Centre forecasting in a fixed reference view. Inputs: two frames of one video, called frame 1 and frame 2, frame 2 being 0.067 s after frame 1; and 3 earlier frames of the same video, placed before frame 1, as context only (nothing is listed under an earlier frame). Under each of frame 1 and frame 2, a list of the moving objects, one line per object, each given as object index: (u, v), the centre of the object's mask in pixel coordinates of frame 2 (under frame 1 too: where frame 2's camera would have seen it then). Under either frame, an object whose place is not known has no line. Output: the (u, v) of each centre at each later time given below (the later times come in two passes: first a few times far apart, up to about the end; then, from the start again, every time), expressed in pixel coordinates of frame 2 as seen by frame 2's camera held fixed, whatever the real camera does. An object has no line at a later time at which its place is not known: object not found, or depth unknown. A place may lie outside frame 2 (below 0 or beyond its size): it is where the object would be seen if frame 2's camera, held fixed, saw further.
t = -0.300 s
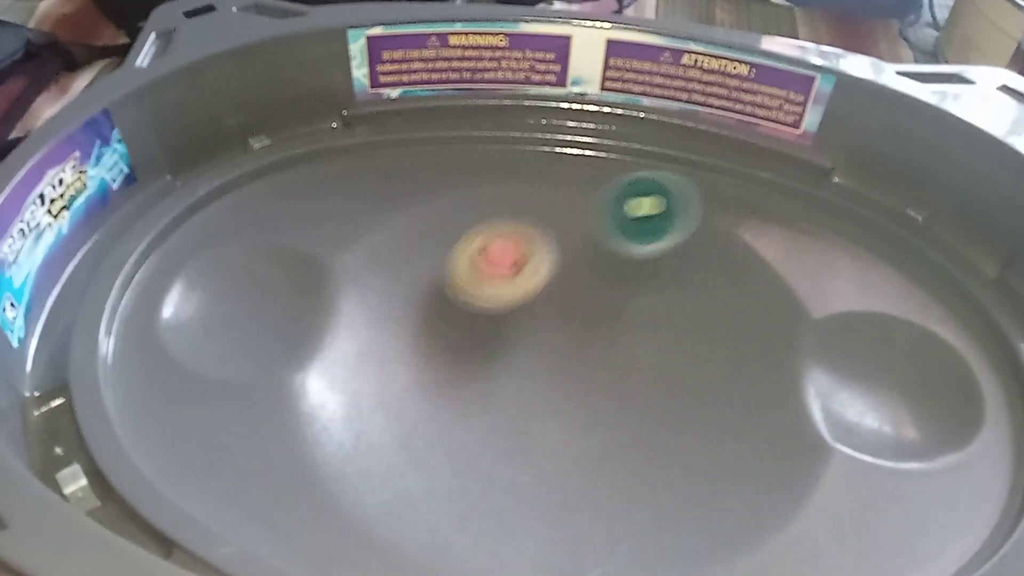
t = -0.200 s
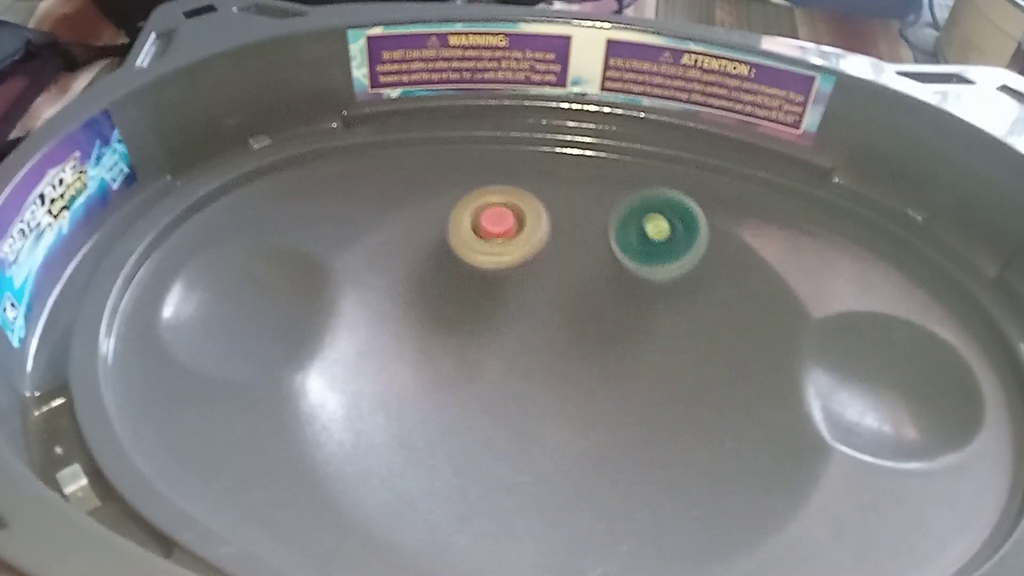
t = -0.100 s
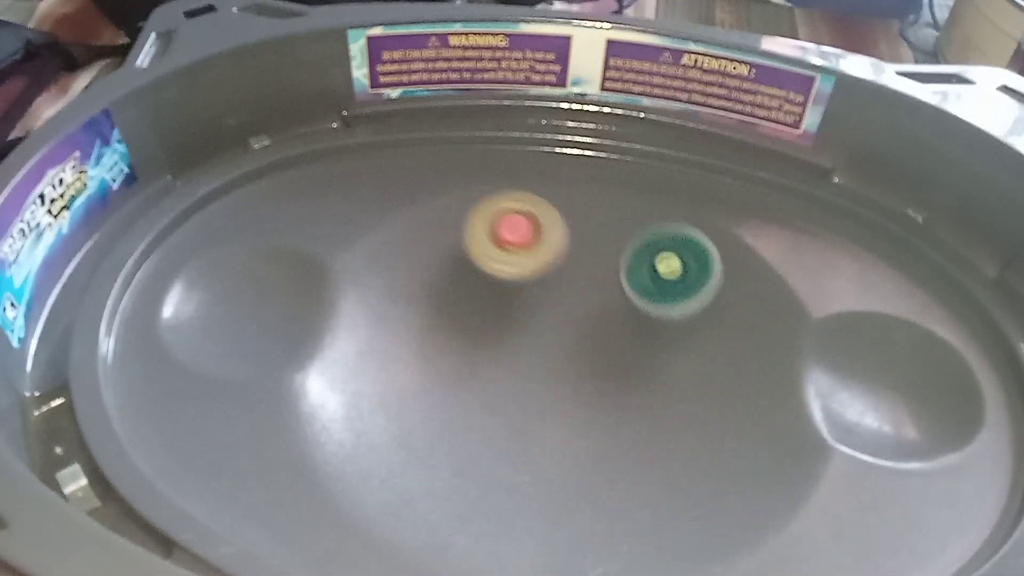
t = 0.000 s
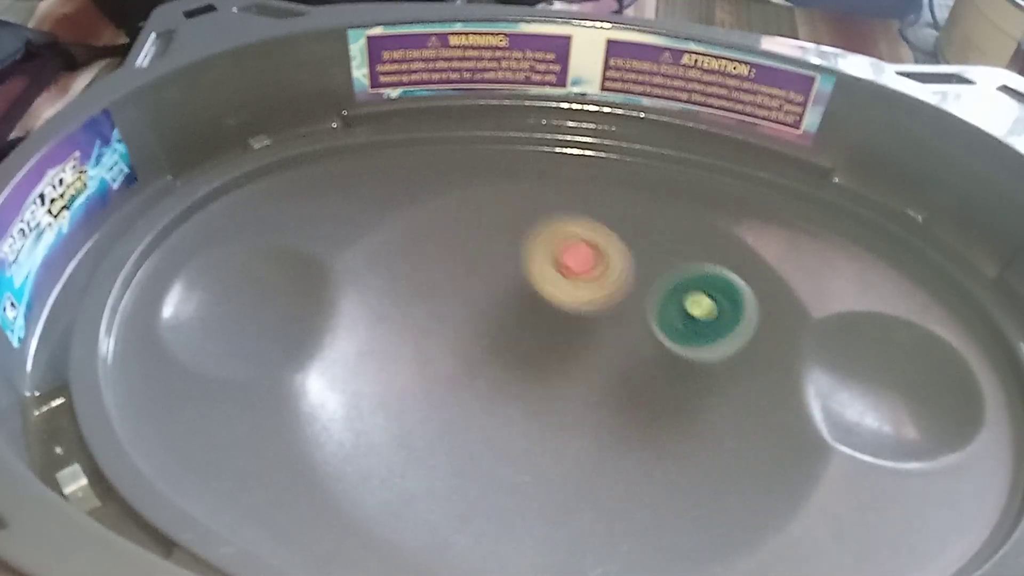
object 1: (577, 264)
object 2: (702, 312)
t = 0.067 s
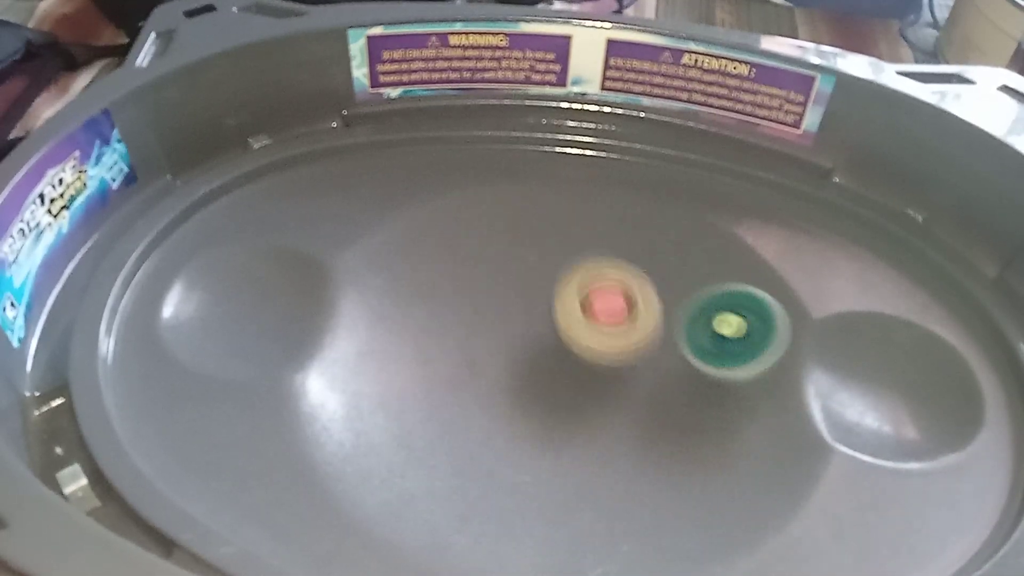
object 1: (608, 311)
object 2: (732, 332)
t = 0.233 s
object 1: (529, 416)
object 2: (798, 346)
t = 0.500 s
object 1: (399, 269)
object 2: (968, 506)
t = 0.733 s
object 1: (665, 370)
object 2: (918, 535)
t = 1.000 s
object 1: (496, 537)
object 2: (838, 546)
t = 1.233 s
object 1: (484, 533)
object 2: (630, 557)
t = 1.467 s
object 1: (450, 368)
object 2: (578, 544)
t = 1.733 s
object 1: (739, 292)
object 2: (615, 423)
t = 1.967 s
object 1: (929, 398)
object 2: (478, 303)
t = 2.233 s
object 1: (932, 306)
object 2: (406, 384)
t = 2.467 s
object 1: (893, 400)
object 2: (591, 357)
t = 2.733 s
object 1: (622, 373)
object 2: (543, 235)
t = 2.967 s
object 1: (449, 371)
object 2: (487, 280)
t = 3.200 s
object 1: (406, 344)
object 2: (585, 287)
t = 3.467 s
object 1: (525, 354)
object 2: (600, 293)
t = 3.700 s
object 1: (586, 430)
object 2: (693, 304)
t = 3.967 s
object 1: (597, 459)
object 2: (674, 373)
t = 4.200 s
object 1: (610, 410)
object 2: (738, 395)
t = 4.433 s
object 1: (536, 311)
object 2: (675, 340)
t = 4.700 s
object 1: (628, 250)
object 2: (648, 455)
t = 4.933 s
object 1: (648, 324)
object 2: (674, 419)
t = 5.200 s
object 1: (567, 359)
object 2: (563, 475)
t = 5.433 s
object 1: (482, 349)
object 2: (590, 455)
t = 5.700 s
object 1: (478, 321)
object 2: (528, 408)
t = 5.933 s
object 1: (543, 328)
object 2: (565, 421)
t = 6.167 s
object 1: (601, 279)
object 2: (632, 421)
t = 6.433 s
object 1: (663, 265)
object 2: (698, 412)
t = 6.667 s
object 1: (672, 313)
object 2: (555, 410)
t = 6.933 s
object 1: (622, 383)
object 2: (506, 458)
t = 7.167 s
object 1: (661, 349)
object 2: (495, 419)
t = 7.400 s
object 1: (663, 390)
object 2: (448, 346)
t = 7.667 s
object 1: (584, 402)
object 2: (476, 339)
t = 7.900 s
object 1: (593, 433)
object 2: (449, 283)
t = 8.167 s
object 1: (547, 408)
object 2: (557, 324)
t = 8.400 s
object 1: (550, 365)
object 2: (652, 299)
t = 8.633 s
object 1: (554, 344)
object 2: (655, 299)
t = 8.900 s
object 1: (548, 347)
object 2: (682, 384)
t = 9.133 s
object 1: (556, 377)
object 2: (700, 414)
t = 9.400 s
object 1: (492, 360)
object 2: (628, 423)
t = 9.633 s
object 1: (513, 341)
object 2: (551, 447)
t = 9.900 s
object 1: (578, 315)
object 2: (558, 468)
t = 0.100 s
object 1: (610, 337)
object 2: (748, 338)
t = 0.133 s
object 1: (604, 365)
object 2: (761, 341)
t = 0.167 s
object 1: (587, 387)
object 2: (774, 342)
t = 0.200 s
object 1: (562, 405)
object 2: (785, 342)
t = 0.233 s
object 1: (529, 416)
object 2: (798, 346)
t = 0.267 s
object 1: (492, 420)
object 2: (809, 359)
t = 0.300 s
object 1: (452, 415)
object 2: (827, 380)
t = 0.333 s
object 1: (413, 401)
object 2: (867, 410)
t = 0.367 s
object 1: (381, 377)
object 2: (912, 430)
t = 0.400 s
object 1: (361, 347)
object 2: (958, 458)
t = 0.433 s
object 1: (358, 315)
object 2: (978, 484)
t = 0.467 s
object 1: (371, 288)
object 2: (974, 496)
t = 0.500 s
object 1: (399, 269)
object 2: (968, 506)
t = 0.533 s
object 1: (437, 260)
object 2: (966, 516)
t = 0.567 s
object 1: (480, 260)
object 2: (963, 521)
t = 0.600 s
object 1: (522, 269)
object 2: (951, 521)
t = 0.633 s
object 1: (566, 287)
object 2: (943, 525)
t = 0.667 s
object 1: (606, 310)
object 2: (940, 531)
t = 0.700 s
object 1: (639, 339)
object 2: (933, 535)
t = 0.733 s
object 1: (665, 370)
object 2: (918, 535)
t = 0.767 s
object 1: (681, 405)
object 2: (907, 539)
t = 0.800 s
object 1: (687, 441)
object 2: (899, 543)
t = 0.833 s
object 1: (682, 473)
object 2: (890, 543)
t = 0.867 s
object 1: (660, 504)
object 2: (880, 544)
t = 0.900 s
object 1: (627, 522)
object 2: (870, 546)
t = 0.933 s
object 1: (583, 531)
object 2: (866, 547)
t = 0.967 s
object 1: (535, 536)
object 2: (856, 547)
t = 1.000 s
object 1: (496, 537)
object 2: (838, 546)
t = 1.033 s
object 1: (468, 537)
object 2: (815, 547)
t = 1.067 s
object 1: (454, 536)
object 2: (787, 548)
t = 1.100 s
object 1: (453, 536)
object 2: (753, 550)
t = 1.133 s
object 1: (461, 535)
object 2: (718, 552)
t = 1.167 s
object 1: (472, 535)
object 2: (687, 554)
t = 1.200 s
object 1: (480, 535)
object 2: (658, 556)
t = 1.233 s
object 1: (484, 533)
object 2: (630, 557)
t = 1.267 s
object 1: (477, 528)
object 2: (624, 559)
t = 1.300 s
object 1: (463, 518)
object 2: (633, 558)
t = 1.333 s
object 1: (448, 496)
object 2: (641, 556)
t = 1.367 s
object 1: (435, 467)
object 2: (639, 553)
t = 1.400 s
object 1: (428, 435)
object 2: (627, 550)
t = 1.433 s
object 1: (432, 399)
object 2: (602, 547)
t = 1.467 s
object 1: (450, 368)
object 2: (578, 544)
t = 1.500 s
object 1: (475, 342)
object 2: (559, 539)
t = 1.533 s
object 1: (506, 320)
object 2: (553, 533)
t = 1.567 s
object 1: (542, 303)
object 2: (559, 525)
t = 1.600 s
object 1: (580, 292)
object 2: (575, 512)
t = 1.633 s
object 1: (618, 285)
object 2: (597, 492)
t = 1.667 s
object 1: (662, 281)
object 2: (611, 470)
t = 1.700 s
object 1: (701, 283)
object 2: (617, 447)
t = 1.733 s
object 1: (739, 292)
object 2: (615, 423)
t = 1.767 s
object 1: (776, 306)
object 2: (607, 399)
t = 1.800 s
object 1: (814, 329)
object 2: (593, 378)
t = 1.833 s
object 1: (847, 359)
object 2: (574, 357)
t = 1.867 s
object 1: (884, 378)
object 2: (552, 339)
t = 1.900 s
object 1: (914, 393)
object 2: (529, 324)
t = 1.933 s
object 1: (929, 395)
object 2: (504, 311)
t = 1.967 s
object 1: (929, 398)
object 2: (478, 303)
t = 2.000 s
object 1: (913, 398)
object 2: (454, 297)
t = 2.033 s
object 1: (887, 386)
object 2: (430, 296)
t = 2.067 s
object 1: (861, 367)
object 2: (409, 299)
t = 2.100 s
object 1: (851, 347)
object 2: (388, 308)
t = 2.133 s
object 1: (855, 327)
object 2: (377, 322)
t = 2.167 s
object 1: (872, 310)
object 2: (373, 341)
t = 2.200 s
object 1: (900, 303)
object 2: (383, 363)
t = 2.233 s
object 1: (932, 306)
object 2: (406, 384)
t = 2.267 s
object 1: (963, 319)
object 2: (433, 400)
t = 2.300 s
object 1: (976, 332)
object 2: (466, 406)
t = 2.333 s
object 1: (974, 345)
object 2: (498, 406)
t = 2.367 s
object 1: (966, 366)
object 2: (526, 400)
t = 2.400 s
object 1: (948, 387)
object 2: (553, 390)
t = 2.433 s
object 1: (924, 398)
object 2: (575, 375)
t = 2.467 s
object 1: (893, 400)
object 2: (591, 357)
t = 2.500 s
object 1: (854, 385)
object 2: (602, 338)
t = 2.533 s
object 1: (823, 366)
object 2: (607, 317)
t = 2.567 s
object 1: (792, 355)
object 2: (606, 298)
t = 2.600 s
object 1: (759, 352)
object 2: (601, 280)
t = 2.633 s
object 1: (722, 355)
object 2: (592, 263)
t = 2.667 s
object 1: (686, 359)
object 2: (579, 250)
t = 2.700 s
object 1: (653, 367)
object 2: (562, 240)
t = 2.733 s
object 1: (622, 373)
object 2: (543, 235)
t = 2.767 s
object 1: (590, 374)
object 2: (522, 236)
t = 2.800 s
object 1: (557, 370)
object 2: (504, 245)
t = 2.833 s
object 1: (527, 360)
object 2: (490, 260)
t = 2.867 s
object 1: (501, 358)
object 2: (482, 268)
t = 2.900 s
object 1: (481, 361)
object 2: (478, 270)
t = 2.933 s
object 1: (464, 362)
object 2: (480, 276)
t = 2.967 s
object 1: (449, 371)
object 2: (487, 280)
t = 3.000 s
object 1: (435, 377)
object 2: (497, 283)
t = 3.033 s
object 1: (421, 377)
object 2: (510, 288)
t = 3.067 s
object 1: (412, 373)
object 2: (526, 293)
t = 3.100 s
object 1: (406, 365)
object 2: (542, 295)
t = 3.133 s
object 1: (402, 358)
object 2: (557, 294)
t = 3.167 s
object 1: (402, 351)
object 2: (572, 292)
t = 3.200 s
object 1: (406, 344)
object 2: (585, 287)
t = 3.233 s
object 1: (413, 338)
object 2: (596, 281)
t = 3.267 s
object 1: (423, 333)
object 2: (604, 274)
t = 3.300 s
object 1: (437, 332)
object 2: (606, 268)
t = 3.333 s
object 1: (451, 333)
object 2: (605, 265)
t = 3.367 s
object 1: (467, 336)
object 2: (601, 265)
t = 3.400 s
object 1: (486, 340)
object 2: (598, 270)
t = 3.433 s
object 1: (506, 346)
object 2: (596, 280)
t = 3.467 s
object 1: (525, 354)
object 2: (600, 293)
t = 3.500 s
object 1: (534, 367)
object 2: (616, 298)
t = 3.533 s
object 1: (545, 378)
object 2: (633, 303)
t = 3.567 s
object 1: (557, 390)
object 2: (648, 306)
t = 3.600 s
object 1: (567, 402)
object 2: (663, 308)
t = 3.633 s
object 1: (575, 412)
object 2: (677, 308)
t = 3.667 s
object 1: (581, 422)
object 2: (687, 306)
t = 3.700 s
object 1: (586, 430)
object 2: (693, 304)
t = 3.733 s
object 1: (590, 438)
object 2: (694, 302)
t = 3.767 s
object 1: (593, 444)
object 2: (692, 304)
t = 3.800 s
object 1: (595, 450)
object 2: (686, 309)
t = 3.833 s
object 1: (597, 455)
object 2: (679, 316)
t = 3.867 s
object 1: (599, 459)
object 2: (672, 328)
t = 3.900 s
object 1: (599, 461)
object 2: (669, 342)
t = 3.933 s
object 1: (598, 461)
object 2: (670, 357)
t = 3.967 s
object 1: (597, 459)
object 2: (674, 373)
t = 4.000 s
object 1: (597, 456)
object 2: (684, 386)
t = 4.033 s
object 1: (597, 451)
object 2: (695, 396)
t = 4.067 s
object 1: (598, 444)
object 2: (709, 404)
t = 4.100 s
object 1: (600, 437)
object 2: (722, 407)
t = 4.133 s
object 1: (602, 426)
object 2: (733, 406)
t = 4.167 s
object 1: (606, 419)
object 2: (740, 401)
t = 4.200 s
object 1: (610, 410)
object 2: (738, 395)
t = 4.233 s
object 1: (606, 404)
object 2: (738, 385)
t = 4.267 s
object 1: (574, 396)
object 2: (758, 369)
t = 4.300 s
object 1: (551, 384)
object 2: (758, 356)
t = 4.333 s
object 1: (535, 369)
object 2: (746, 345)
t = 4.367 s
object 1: (527, 352)
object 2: (725, 338)
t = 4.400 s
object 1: (529, 332)
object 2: (701, 336)
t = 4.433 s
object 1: (536, 311)
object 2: (675, 340)
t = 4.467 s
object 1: (550, 293)
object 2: (648, 346)
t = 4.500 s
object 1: (562, 277)
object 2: (632, 361)
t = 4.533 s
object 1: (568, 259)
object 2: (627, 378)
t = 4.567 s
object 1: (580, 249)
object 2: (622, 397)
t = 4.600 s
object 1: (594, 244)
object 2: (622, 415)
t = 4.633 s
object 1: (607, 243)
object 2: (626, 431)
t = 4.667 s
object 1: (618, 245)
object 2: (634, 444)
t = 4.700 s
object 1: (628, 250)
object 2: (648, 455)
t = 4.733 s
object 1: (636, 257)
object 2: (664, 462)
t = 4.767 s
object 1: (643, 265)
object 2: (681, 463)
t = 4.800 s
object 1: (648, 276)
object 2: (696, 458)
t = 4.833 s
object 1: (652, 287)
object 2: (704, 447)
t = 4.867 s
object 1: (654, 300)
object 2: (703, 434)
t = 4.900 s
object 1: (653, 316)
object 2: (691, 419)
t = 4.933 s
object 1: (648, 324)
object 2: (674, 419)
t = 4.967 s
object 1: (637, 320)
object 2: (656, 428)
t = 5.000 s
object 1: (628, 324)
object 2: (637, 432)
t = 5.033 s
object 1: (619, 331)
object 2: (617, 437)
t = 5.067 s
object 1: (610, 337)
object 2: (600, 443)
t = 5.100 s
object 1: (601, 342)
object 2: (585, 450)
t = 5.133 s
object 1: (591, 348)
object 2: (573, 458)
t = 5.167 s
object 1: (579, 353)
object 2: (566, 468)
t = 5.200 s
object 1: (567, 359)
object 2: (563, 475)
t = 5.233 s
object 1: (554, 362)
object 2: (566, 481)
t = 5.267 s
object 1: (542, 366)
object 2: (572, 481)
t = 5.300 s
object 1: (531, 368)
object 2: (577, 477)
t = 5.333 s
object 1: (521, 369)
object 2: (579, 467)
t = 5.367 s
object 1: (511, 370)
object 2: (576, 456)
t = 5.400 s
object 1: (497, 362)
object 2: (581, 456)
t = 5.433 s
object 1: (482, 349)
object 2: (590, 455)
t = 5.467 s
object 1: (472, 342)
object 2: (595, 449)
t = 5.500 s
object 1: (467, 338)
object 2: (594, 438)
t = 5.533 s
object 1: (464, 336)
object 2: (587, 424)
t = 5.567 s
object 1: (464, 333)
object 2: (576, 414)
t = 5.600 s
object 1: (466, 330)
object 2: (557, 404)
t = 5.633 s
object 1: (469, 327)
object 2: (544, 401)
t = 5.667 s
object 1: (473, 323)
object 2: (535, 404)
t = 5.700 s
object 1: (478, 321)
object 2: (528, 408)
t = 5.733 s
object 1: (485, 322)
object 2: (524, 410)
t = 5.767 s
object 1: (494, 324)
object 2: (523, 413)
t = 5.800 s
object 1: (502, 324)
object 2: (526, 416)
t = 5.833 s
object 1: (513, 326)
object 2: (532, 418)
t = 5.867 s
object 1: (523, 326)
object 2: (540, 421)
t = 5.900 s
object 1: (533, 328)
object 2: (552, 422)
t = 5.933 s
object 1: (543, 328)
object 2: (565, 421)
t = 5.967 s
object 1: (550, 316)
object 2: (581, 430)
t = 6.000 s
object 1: (558, 308)
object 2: (596, 432)
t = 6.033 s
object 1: (567, 305)
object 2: (612, 427)
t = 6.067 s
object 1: (578, 304)
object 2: (623, 418)
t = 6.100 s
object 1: (589, 304)
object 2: (626, 405)
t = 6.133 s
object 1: (599, 303)
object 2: (625, 396)
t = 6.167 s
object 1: (601, 279)
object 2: (632, 421)
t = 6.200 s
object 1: (604, 255)
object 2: (642, 443)
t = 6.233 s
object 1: (609, 239)
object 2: (654, 455)
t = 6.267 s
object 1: (617, 234)
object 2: (671, 459)
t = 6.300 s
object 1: (629, 234)
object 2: (687, 457)
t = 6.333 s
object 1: (642, 239)
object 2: (702, 450)
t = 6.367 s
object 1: (652, 247)
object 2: (709, 439)
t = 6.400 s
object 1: (659, 256)
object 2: (707, 425)
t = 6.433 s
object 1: (663, 265)
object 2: (698, 412)
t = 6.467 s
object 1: (667, 276)
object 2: (681, 402)
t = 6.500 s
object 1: (670, 288)
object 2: (661, 393)
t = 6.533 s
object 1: (671, 300)
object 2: (640, 388)
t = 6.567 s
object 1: (672, 301)
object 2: (616, 394)
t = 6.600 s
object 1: (674, 299)
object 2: (595, 403)
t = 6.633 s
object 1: (674, 304)
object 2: (575, 406)
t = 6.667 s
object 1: (672, 313)
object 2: (555, 410)
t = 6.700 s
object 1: (670, 322)
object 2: (539, 415)
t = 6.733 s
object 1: (666, 331)
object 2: (523, 420)
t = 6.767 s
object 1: (661, 341)
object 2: (509, 427)
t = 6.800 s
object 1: (654, 349)
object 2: (497, 433)
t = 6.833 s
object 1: (647, 358)
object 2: (490, 441)
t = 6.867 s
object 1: (639, 366)
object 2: (489, 450)
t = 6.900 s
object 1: (630, 374)
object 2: (495, 456)
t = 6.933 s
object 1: (622, 383)
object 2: (506, 458)
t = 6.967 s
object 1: (613, 389)
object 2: (520, 456)
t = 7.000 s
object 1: (618, 385)
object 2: (518, 455)
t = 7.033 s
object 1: (638, 373)
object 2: (509, 454)
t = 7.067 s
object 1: (650, 361)
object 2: (504, 449)
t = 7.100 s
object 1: (657, 352)
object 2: (502, 441)
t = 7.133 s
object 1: (659, 349)
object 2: (500, 431)
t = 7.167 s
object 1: (661, 349)
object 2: (495, 419)
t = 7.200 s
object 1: (664, 354)
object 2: (490, 407)
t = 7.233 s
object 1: (669, 359)
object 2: (485, 396)
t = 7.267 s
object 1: (672, 366)
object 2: (478, 384)
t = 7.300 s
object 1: (673, 372)
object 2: (470, 373)
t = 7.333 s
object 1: (672, 379)
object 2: (463, 363)
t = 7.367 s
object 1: (669, 385)
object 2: (455, 354)
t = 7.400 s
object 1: (663, 390)
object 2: (448, 346)
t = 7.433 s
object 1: (657, 395)
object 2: (441, 340)
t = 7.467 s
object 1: (649, 398)
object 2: (437, 337)
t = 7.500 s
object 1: (639, 401)
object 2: (435, 335)
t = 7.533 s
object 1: (628, 403)
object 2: (436, 335)
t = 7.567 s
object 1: (617, 405)
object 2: (441, 336)
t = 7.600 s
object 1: (606, 405)
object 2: (450, 337)
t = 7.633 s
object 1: (595, 404)
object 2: (461, 339)
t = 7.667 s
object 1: (584, 402)
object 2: (476, 339)
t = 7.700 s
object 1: (574, 401)
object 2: (491, 335)
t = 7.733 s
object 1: (588, 412)
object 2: (486, 317)
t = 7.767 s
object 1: (602, 422)
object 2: (477, 301)
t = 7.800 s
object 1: (607, 426)
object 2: (470, 291)
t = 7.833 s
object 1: (605, 428)
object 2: (463, 284)
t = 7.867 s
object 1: (600, 431)
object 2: (455, 281)
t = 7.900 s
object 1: (593, 433)
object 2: (449, 283)
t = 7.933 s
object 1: (586, 436)
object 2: (448, 289)
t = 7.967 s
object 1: (578, 436)
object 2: (456, 299)
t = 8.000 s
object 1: (571, 434)
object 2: (469, 309)
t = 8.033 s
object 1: (564, 430)
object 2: (485, 316)
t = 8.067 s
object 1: (558, 425)
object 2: (503, 322)
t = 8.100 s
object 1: (552, 420)
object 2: (521, 325)
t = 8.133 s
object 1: (549, 414)
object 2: (539, 325)
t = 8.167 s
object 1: (547, 408)
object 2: (557, 324)
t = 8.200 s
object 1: (545, 403)
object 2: (575, 321)
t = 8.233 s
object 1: (544, 396)
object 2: (591, 319)
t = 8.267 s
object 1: (544, 390)
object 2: (606, 317)
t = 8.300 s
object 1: (544, 384)
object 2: (620, 314)
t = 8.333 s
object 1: (546, 377)
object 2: (632, 309)
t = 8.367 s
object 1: (548, 371)
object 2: (643, 303)
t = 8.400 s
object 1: (550, 365)
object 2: (652, 299)
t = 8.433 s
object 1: (553, 359)
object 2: (657, 293)
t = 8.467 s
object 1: (556, 354)
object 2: (660, 288)
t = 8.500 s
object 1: (560, 349)
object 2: (658, 287)
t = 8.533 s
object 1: (564, 344)
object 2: (654, 288)
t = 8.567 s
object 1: (564, 343)
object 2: (652, 291)
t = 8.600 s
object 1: (556, 344)
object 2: (655, 293)
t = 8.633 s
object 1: (554, 344)
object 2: (655, 299)
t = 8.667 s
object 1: (552, 343)
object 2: (655, 308)
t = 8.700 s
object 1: (550, 342)
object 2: (655, 318)
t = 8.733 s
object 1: (548, 341)
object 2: (657, 330)
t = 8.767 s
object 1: (548, 340)
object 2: (660, 342)
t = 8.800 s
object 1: (547, 341)
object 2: (664, 354)
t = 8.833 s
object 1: (547, 343)
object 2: (669, 365)
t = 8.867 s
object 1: (547, 345)
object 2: (675, 375)
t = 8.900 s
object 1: (548, 347)
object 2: (682, 384)
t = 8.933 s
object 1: (550, 351)
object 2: (689, 393)
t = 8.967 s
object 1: (551, 355)
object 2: (695, 401)
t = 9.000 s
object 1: (552, 359)
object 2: (701, 407)
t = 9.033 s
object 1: (553, 364)
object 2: (705, 410)
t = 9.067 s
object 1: (554, 368)
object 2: (707, 413)
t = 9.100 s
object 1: (555, 372)
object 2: (705, 414)
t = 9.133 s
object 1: (556, 377)
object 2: (700, 414)
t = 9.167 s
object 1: (557, 381)
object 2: (692, 414)
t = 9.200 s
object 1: (558, 384)
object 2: (679, 415)
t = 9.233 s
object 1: (541, 381)
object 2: (679, 417)
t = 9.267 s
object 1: (520, 377)
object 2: (677, 417)
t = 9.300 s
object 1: (508, 373)
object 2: (669, 417)
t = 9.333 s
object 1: (502, 369)
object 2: (657, 419)
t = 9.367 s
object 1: (497, 365)
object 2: (643, 421)
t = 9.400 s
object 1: (492, 360)
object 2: (628, 423)
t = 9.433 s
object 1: (490, 356)
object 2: (614, 427)
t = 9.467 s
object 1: (489, 352)
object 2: (601, 430)
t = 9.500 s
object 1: (491, 348)
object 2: (589, 434)
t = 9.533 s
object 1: (494, 346)
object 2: (577, 437)
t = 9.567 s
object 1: (499, 343)
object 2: (566, 441)
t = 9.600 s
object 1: (506, 342)
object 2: (557, 445)
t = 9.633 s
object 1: (513, 341)
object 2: (551, 447)
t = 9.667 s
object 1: (520, 342)
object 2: (547, 447)
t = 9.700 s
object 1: (529, 343)
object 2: (544, 447)
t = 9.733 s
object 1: (538, 345)
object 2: (543, 443)
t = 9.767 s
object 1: (547, 345)
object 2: (540, 438)
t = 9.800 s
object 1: (555, 341)
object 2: (536, 442)
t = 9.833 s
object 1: (563, 326)
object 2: (537, 455)
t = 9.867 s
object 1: (571, 319)
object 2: (545, 463)
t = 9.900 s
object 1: (578, 315)
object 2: (558, 468)
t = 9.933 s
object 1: (586, 313)
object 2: (572, 468)
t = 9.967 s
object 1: (595, 312)
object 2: (583, 462)
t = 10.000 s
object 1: (603, 310)
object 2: (590, 451)
